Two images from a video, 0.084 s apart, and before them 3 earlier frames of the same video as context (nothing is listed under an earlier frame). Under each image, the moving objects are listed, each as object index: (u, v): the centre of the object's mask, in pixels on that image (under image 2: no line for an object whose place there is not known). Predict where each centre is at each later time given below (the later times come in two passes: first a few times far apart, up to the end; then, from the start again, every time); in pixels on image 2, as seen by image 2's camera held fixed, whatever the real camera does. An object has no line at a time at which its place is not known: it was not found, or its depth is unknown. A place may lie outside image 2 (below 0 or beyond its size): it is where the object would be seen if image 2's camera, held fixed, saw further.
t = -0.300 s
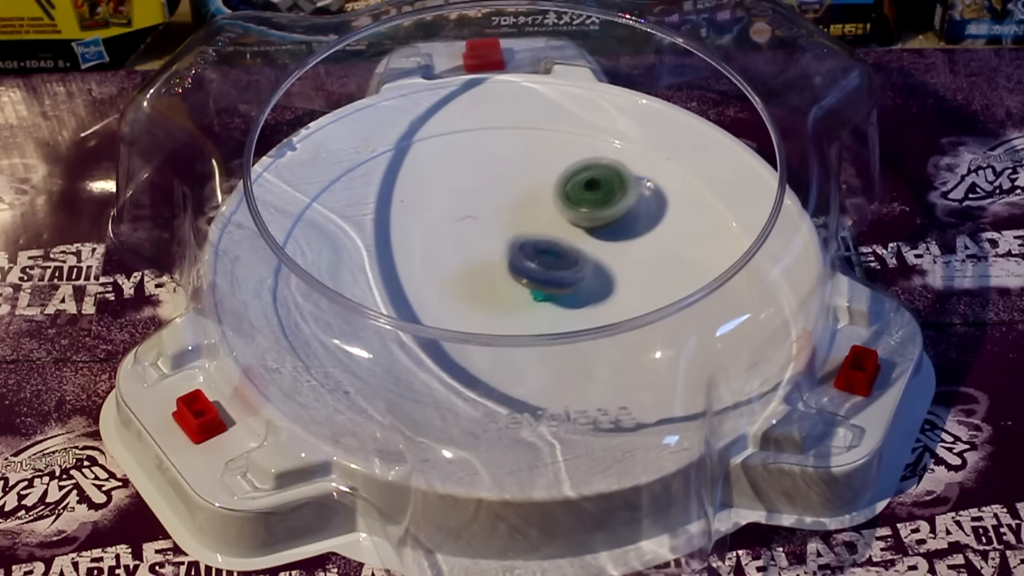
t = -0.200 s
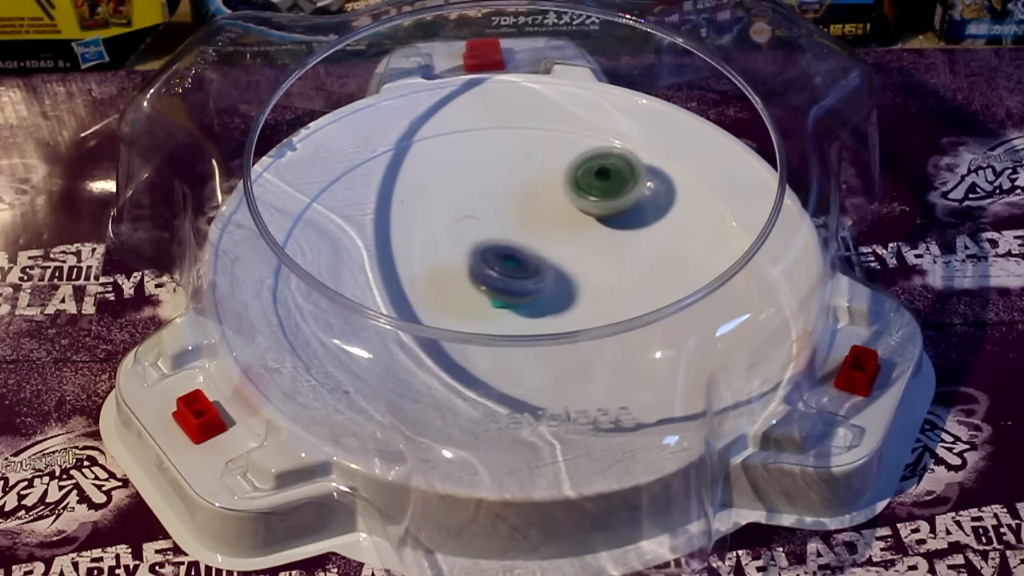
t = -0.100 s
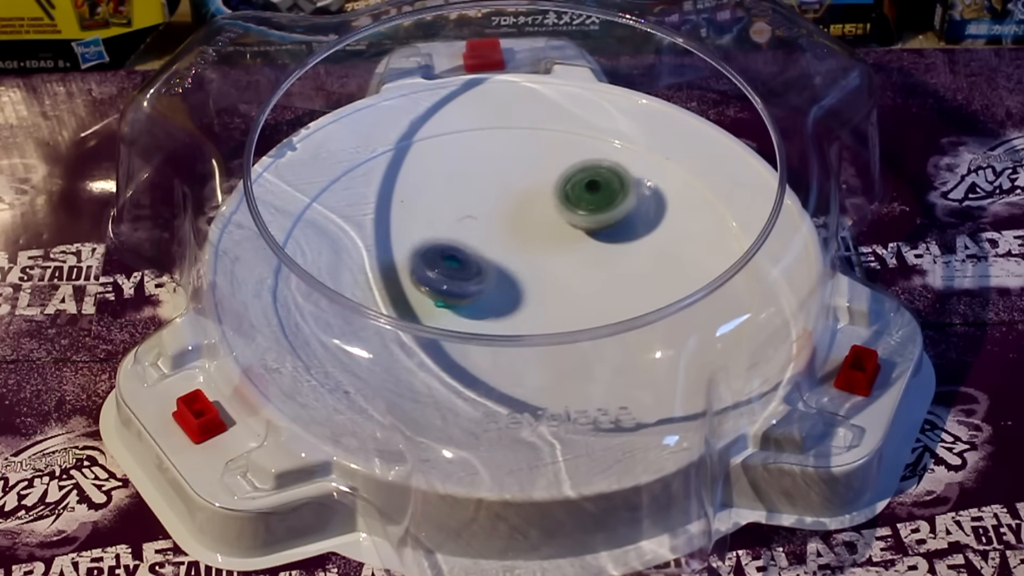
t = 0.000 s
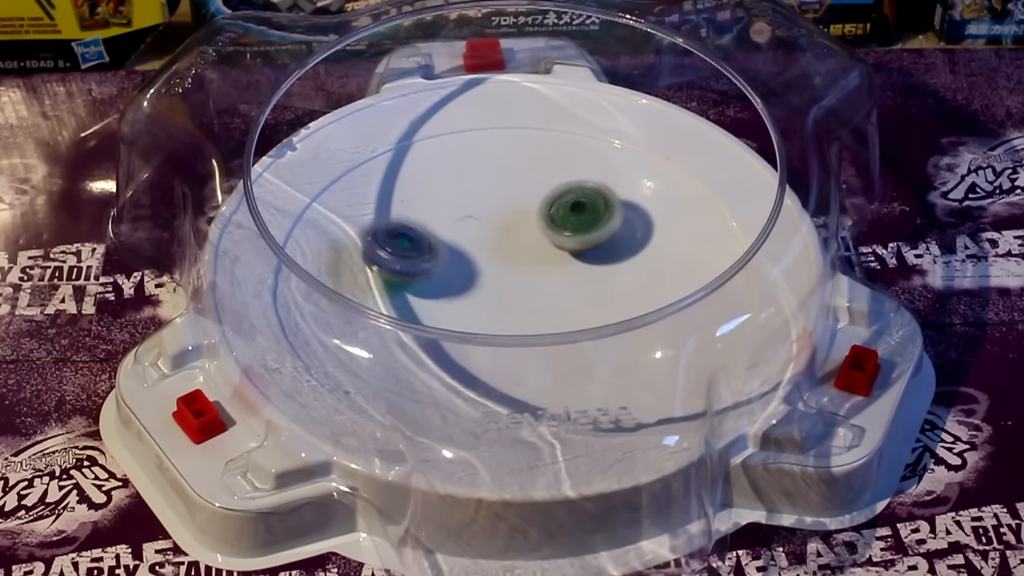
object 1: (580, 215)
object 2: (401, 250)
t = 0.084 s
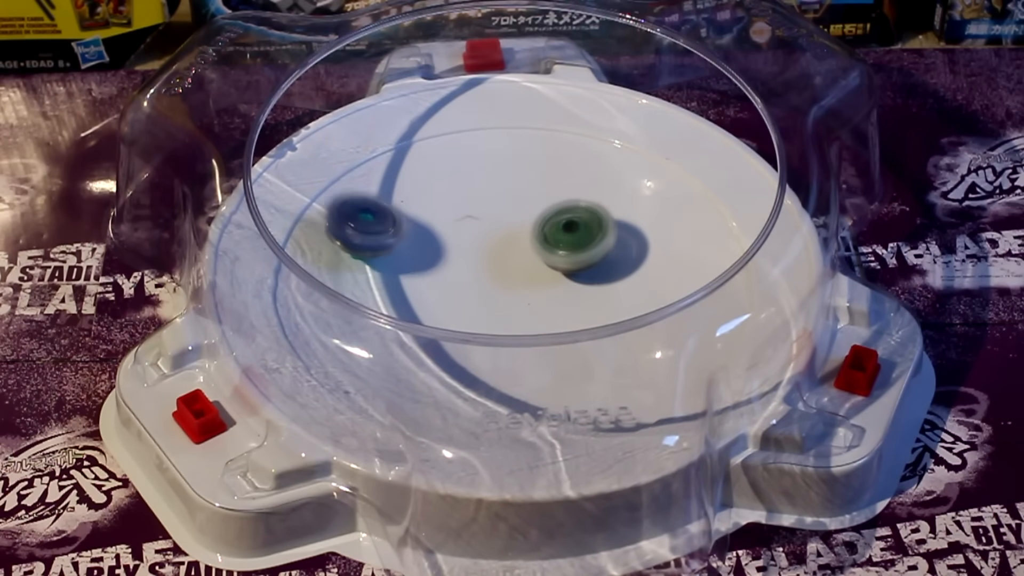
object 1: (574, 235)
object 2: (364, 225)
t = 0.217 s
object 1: (574, 266)
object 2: (315, 203)
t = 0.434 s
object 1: (598, 294)
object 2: (330, 255)
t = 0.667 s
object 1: (597, 297)
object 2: (534, 245)
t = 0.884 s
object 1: (567, 303)
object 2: (620, 144)
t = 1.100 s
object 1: (546, 309)
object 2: (540, 141)
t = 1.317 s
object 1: (528, 308)
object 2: (487, 204)
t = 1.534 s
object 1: (512, 307)
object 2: (603, 244)
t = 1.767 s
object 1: (493, 300)
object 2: (700, 200)
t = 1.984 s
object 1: (481, 286)
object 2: (639, 148)
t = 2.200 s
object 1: (409, 302)
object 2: (564, 190)
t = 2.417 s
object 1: (387, 376)
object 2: (653, 195)
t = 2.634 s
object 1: (526, 336)
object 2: (637, 270)
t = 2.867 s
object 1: (550, 284)
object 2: (682, 311)
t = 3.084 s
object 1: (539, 250)
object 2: (728, 297)
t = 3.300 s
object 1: (530, 232)
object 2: (643, 291)
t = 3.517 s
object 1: (523, 227)
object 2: (556, 365)
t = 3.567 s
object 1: (523, 227)
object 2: (552, 372)
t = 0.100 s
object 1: (572, 239)
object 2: (357, 221)
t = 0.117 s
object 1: (572, 243)
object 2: (350, 217)
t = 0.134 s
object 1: (572, 247)
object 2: (345, 213)
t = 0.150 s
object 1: (571, 251)
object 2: (338, 209)
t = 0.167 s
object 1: (572, 254)
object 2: (332, 207)
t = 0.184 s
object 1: (573, 258)
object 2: (326, 205)
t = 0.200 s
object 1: (573, 262)
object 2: (320, 204)
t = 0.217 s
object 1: (574, 266)
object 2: (315, 203)
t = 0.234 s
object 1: (575, 269)
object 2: (311, 203)
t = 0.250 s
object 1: (575, 272)
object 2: (305, 203)
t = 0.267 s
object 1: (577, 275)
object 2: (302, 206)
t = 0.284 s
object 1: (579, 278)
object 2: (302, 208)
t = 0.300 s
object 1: (580, 281)
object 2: (303, 213)
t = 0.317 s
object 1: (582, 283)
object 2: (304, 217)
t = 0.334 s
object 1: (584, 286)
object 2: (306, 222)
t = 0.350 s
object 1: (585, 288)
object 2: (308, 226)
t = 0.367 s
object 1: (588, 290)
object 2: (311, 231)
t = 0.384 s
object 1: (590, 292)
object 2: (314, 237)
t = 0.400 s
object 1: (592, 293)
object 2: (318, 242)
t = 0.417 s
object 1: (595, 294)
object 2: (325, 250)
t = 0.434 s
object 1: (598, 294)
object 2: (330, 255)
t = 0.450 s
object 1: (600, 295)
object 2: (340, 261)
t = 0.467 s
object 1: (602, 295)
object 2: (352, 266)
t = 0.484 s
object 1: (605, 294)
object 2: (364, 271)
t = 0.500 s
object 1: (606, 294)
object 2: (380, 274)
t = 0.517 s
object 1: (607, 294)
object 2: (394, 275)
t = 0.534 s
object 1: (608, 294)
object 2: (410, 276)
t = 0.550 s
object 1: (607, 294)
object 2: (427, 275)
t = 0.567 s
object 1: (606, 294)
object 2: (443, 273)
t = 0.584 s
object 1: (605, 294)
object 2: (460, 270)
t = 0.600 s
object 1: (604, 295)
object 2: (475, 267)
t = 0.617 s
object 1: (602, 295)
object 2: (490, 262)
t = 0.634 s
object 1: (600, 295)
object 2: (505, 257)
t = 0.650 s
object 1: (598, 296)
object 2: (521, 251)
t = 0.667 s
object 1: (597, 297)
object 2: (534, 245)
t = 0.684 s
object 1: (595, 297)
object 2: (548, 237)
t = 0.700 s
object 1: (592, 297)
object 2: (559, 230)
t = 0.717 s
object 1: (590, 298)
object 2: (571, 222)
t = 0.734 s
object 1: (588, 299)
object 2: (582, 215)
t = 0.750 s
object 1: (585, 299)
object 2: (590, 206)
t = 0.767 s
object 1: (583, 299)
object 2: (598, 197)
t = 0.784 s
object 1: (581, 300)
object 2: (606, 189)
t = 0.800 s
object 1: (578, 300)
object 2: (610, 180)
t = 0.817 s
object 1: (576, 300)
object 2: (615, 172)
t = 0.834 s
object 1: (574, 301)
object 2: (618, 165)
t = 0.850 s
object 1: (571, 302)
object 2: (621, 158)
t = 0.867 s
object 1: (568, 302)
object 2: (621, 151)
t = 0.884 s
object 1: (567, 303)
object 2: (620, 144)
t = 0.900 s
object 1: (564, 303)
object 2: (620, 138)
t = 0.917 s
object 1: (562, 304)
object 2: (618, 133)
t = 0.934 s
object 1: (560, 305)
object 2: (615, 127)
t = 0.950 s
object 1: (558, 305)
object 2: (612, 122)
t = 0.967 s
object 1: (557, 306)
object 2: (608, 118)
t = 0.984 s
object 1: (555, 306)
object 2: (601, 119)
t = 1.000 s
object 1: (554, 307)
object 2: (593, 121)
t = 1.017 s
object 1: (552, 307)
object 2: (585, 124)
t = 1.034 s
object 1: (551, 308)
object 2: (577, 127)
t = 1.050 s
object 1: (550, 308)
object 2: (569, 130)
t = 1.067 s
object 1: (549, 308)
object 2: (558, 133)
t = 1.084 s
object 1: (548, 309)
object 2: (549, 137)
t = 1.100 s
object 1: (546, 309)
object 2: (540, 141)
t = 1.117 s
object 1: (545, 309)
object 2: (533, 145)
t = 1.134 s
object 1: (544, 309)
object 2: (524, 150)
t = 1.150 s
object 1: (543, 309)
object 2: (516, 154)
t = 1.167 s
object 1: (541, 309)
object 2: (509, 159)
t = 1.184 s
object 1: (540, 309)
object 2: (502, 164)
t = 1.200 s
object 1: (538, 309)
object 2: (496, 169)
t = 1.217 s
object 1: (537, 309)
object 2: (491, 174)
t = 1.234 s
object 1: (535, 309)
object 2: (486, 179)
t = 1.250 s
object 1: (534, 309)
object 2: (484, 183)
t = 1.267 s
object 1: (532, 309)
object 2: (483, 189)
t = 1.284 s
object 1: (531, 309)
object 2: (483, 194)
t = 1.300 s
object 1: (529, 309)
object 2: (484, 199)
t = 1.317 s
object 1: (528, 308)
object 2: (487, 204)
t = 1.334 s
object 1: (527, 308)
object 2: (491, 209)
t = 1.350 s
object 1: (526, 308)
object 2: (496, 214)
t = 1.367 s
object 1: (524, 308)
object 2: (503, 219)
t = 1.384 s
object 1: (523, 308)
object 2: (511, 224)
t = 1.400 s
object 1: (522, 308)
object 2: (519, 228)
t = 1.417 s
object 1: (521, 308)
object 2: (528, 231)
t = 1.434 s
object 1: (520, 308)
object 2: (538, 235)
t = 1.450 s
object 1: (519, 308)
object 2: (548, 237)
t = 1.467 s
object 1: (518, 308)
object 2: (560, 240)
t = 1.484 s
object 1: (516, 308)
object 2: (571, 242)
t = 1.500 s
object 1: (515, 308)
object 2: (582, 243)
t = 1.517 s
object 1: (513, 308)
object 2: (592, 244)
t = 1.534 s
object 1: (512, 307)
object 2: (603, 244)
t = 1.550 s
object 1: (511, 307)
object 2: (613, 244)
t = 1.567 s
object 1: (509, 307)
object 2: (623, 243)
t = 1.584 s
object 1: (507, 306)
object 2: (634, 242)
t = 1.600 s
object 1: (506, 306)
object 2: (642, 240)
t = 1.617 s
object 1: (505, 306)
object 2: (650, 238)
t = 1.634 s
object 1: (504, 305)
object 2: (659, 234)
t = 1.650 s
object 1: (502, 305)
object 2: (667, 232)
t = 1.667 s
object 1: (501, 304)
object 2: (674, 228)
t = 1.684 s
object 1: (500, 304)
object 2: (681, 224)
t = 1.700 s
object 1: (498, 303)
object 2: (686, 220)
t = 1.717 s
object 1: (497, 303)
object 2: (691, 215)
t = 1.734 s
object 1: (495, 302)
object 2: (694, 211)
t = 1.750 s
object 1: (494, 301)
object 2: (697, 205)
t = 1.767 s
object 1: (493, 300)
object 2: (700, 200)
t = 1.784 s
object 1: (492, 299)
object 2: (701, 195)
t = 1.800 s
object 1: (491, 298)
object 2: (702, 189)
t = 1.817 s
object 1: (489, 297)
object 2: (703, 183)
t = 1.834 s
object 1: (488, 297)
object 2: (701, 177)
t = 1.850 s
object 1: (488, 296)
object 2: (700, 172)
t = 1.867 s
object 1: (487, 295)
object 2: (694, 169)
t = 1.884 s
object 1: (486, 294)
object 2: (689, 166)
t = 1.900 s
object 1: (485, 292)
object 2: (681, 163)
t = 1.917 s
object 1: (484, 291)
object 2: (675, 160)
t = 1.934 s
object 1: (484, 290)
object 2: (667, 157)
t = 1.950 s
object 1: (483, 289)
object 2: (659, 154)
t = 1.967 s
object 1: (482, 287)
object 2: (650, 151)
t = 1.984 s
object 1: (481, 286)
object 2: (639, 148)
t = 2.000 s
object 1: (481, 285)
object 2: (628, 146)
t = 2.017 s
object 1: (481, 284)
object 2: (614, 147)
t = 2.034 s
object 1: (480, 283)
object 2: (603, 149)
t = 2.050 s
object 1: (479, 281)
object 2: (588, 152)
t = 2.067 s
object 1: (479, 280)
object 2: (577, 157)
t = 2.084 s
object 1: (479, 279)
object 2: (563, 164)
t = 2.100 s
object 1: (479, 278)
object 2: (552, 173)
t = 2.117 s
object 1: (479, 276)
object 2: (541, 183)
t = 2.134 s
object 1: (478, 275)
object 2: (531, 193)
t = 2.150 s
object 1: (478, 274)
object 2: (522, 205)
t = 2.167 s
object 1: (474, 275)
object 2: (518, 213)
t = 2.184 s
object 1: (437, 295)
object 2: (539, 202)
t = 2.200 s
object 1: (409, 302)
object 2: (564, 190)
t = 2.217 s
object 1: (370, 332)
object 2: (587, 178)
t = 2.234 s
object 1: (341, 345)
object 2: (610, 168)
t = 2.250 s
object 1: (322, 352)
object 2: (628, 158)
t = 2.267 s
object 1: (306, 352)
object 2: (646, 149)
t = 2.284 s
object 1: (295, 355)
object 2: (657, 141)
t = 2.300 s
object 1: (299, 356)
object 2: (661, 143)
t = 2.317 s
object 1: (311, 360)
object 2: (662, 148)
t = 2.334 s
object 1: (323, 368)
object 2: (662, 156)
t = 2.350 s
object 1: (336, 375)
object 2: (662, 166)
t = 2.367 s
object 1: (349, 373)
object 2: (662, 174)
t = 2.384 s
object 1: (362, 372)
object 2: (660, 181)
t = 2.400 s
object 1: (374, 376)
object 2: (656, 187)
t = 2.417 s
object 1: (387, 376)
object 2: (653, 195)
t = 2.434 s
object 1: (403, 377)
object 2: (652, 202)
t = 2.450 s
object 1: (417, 375)
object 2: (649, 209)
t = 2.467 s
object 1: (429, 374)
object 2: (646, 215)
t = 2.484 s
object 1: (443, 372)
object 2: (645, 222)
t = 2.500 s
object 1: (456, 370)
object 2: (642, 228)
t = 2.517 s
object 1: (469, 369)
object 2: (640, 234)
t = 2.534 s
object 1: (479, 368)
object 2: (638, 239)
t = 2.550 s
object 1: (486, 367)
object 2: (639, 246)
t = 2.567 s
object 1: (497, 356)
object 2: (637, 251)
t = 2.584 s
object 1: (506, 353)
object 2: (636, 256)
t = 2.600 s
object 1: (514, 348)
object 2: (637, 261)
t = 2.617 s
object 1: (521, 337)
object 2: (636, 265)
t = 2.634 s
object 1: (526, 336)
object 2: (637, 270)
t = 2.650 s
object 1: (532, 331)
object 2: (639, 276)
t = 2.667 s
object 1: (536, 326)
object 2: (637, 278)
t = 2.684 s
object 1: (539, 315)
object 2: (640, 282)
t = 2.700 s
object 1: (543, 313)
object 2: (640, 284)
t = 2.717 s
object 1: (545, 310)
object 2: (643, 286)
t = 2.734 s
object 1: (547, 308)
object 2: (646, 287)
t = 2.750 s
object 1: (549, 306)
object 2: (648, 288)
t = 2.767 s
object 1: (551, 303)
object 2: (651, 290)
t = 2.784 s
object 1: (551, 301)
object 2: (656, 300)
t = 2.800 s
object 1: (552, 298)
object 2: (659, 299)
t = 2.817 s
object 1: (552, 295)
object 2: (664, 303)
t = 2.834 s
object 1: (551, 290)
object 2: (668, 305)
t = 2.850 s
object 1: (551, 288)
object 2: (673, 305)
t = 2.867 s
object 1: (550, 284)
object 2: (682, 311)
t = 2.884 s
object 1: (549, 281)
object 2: (686, 311)
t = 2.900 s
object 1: (549, 278)
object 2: (691, 311)
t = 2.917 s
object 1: (548, 275)
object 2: (696, 311)
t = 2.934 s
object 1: (547, 272)
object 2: (701, 311)
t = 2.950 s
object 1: (546, 269)
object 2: (708, 310)
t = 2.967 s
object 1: (545, 267)
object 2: (714, 312)
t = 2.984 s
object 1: (544, 264)
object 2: (720, 312)
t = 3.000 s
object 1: (544, 262)
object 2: (725, 310)
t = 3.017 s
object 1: (543, 259)
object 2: (731, 307)
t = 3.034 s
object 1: (542, 257)
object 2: (735, 305)
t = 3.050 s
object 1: (541, 254)
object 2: (735, 304)
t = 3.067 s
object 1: (540, 252)
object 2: (735, 303)
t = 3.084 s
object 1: (539, 250)
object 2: (728, 297)
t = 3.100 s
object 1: (538, 248)
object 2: (723, 294)
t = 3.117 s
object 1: (537, 247)
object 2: (730, 297)
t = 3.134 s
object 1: (536, 245)
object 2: (715, 292)
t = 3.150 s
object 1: (535, 243)
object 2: (714, 292)
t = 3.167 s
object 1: (535, 242)
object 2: (713, 291)
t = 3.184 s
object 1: (534, 240)
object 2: (706, 286)
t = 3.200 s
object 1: (533, 239)
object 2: (688, 274)
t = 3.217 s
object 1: (533, 237)
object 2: (682, 275)
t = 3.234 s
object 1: (532, 236)
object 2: (676, 278)
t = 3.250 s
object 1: (531, 235)
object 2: (669, 280)
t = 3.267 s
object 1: (531, 234)
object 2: (661, 283)
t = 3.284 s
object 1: (530, 233)
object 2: (653, 287)
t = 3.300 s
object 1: (530, 232)
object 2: (643, 291)
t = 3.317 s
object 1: (529, 231)
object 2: (634, 295)
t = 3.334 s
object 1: (528, 230)
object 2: (626, 298)
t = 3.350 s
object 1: (528, 230)
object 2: (618, 303)
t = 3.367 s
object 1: (527, 229)
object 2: (610, 306)
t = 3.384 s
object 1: (526, 228)
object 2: (602, 309)
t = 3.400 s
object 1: (526, 228)
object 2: (594, 323)
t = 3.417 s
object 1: (525, 227)
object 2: (587, 329)
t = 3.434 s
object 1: (525, 227)
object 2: (579, 334)
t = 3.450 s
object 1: (524, 227)
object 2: (573, 344)
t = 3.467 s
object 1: (524, 227)
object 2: (568, 346)
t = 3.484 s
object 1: (524, 227)
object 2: (563, 352)
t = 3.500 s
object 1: (523, 227)
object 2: (560, 356)
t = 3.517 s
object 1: (523, 227)
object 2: (556, 365)
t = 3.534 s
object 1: (523, 227)
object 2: (554, 367)
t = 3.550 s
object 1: (523, 227)
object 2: (553, 370)
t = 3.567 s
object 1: (523, 227)
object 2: (552, 372)
